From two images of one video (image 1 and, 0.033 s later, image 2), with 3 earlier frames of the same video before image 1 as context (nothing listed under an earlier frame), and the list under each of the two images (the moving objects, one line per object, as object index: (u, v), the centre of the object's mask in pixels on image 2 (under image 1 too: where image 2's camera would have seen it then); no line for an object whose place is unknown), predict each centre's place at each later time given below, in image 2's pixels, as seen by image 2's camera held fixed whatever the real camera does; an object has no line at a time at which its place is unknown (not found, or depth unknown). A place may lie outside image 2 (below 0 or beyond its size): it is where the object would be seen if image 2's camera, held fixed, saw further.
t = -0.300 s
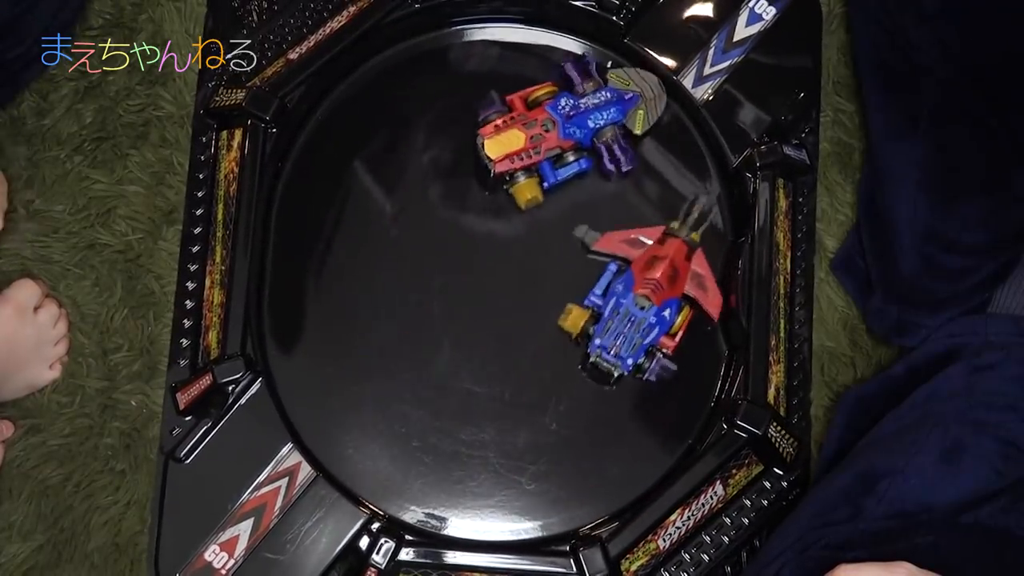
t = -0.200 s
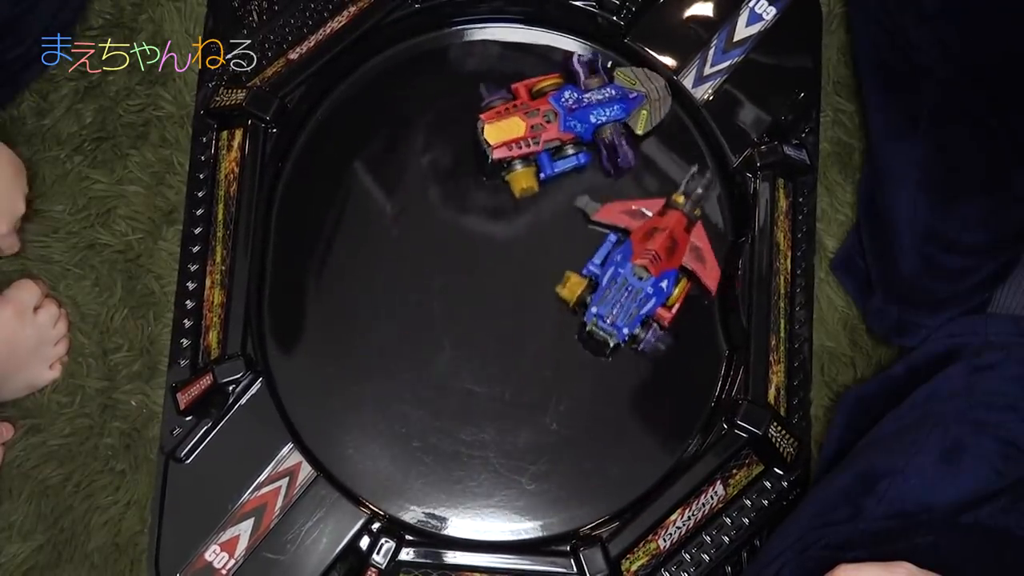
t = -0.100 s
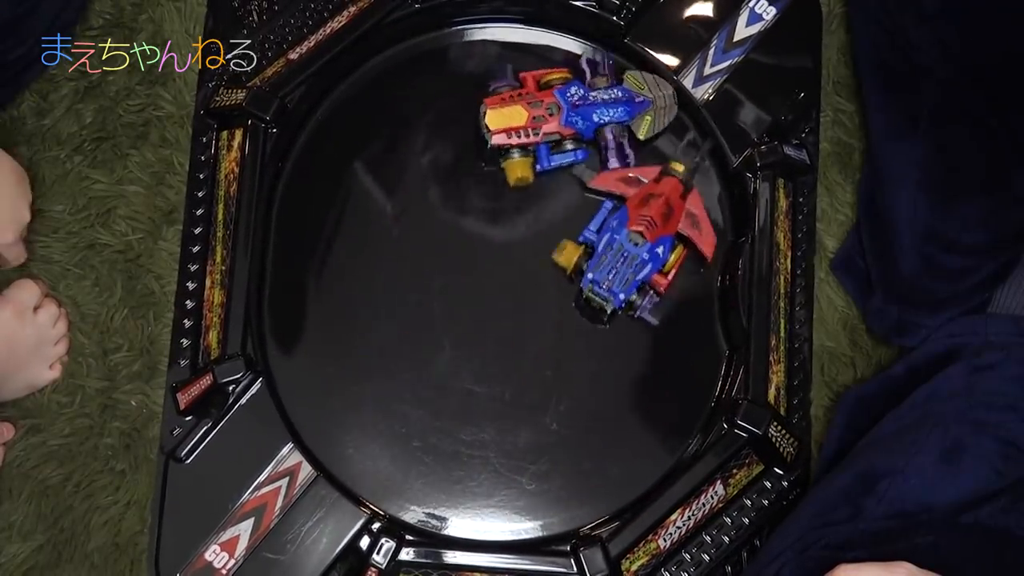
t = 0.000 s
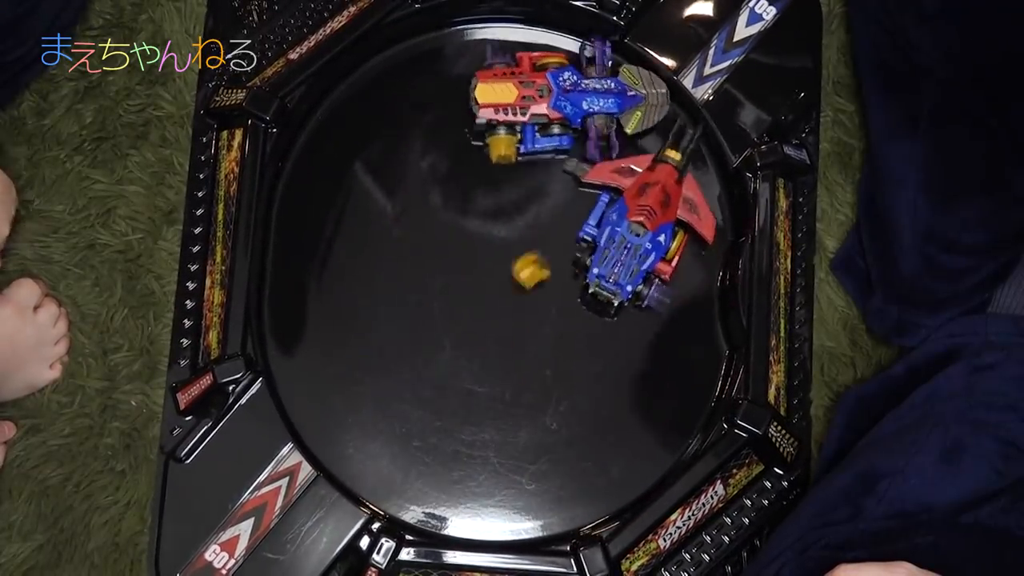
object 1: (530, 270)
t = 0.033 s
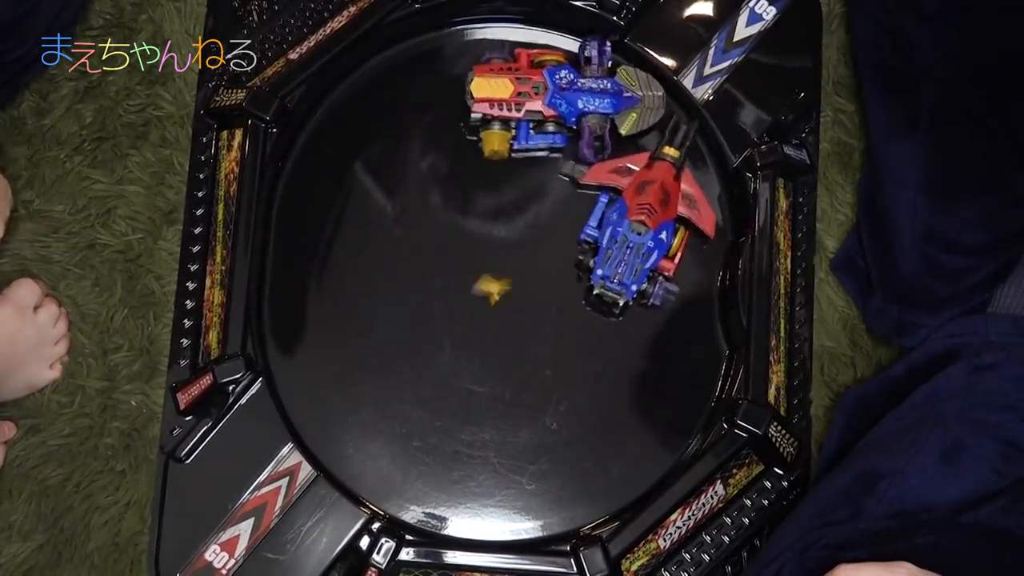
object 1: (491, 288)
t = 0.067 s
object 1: (457, 307)
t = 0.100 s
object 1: (422, 325)
